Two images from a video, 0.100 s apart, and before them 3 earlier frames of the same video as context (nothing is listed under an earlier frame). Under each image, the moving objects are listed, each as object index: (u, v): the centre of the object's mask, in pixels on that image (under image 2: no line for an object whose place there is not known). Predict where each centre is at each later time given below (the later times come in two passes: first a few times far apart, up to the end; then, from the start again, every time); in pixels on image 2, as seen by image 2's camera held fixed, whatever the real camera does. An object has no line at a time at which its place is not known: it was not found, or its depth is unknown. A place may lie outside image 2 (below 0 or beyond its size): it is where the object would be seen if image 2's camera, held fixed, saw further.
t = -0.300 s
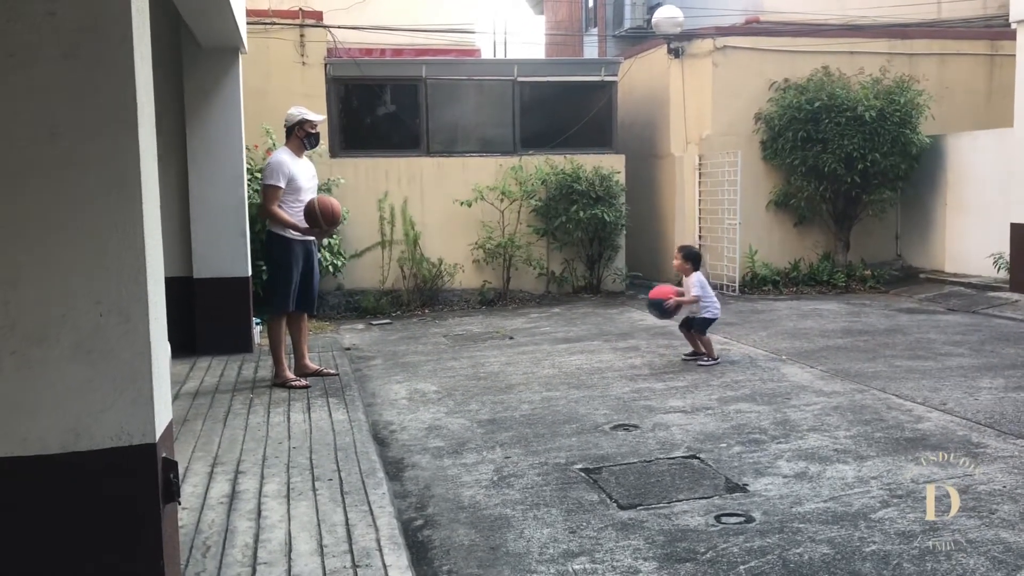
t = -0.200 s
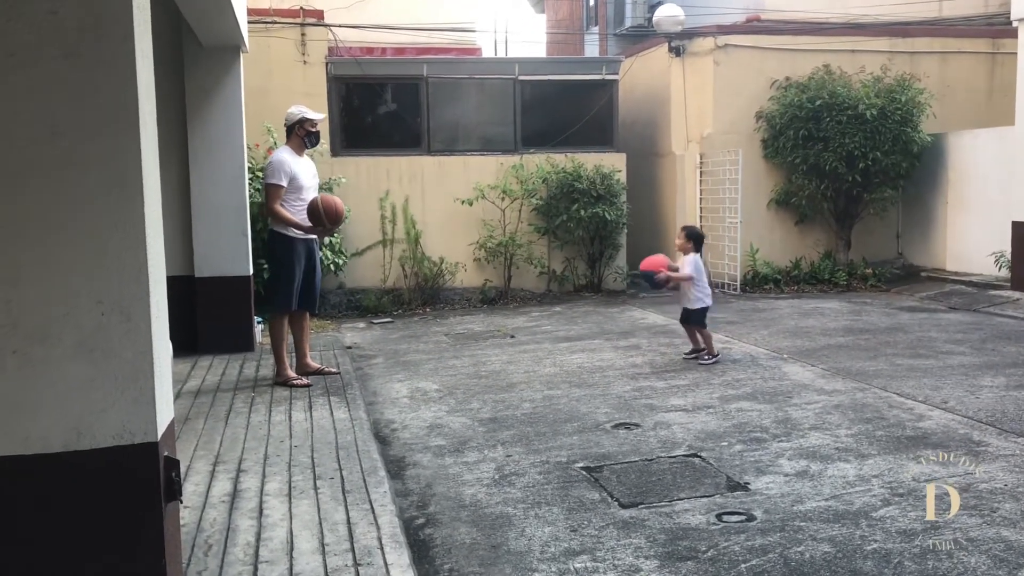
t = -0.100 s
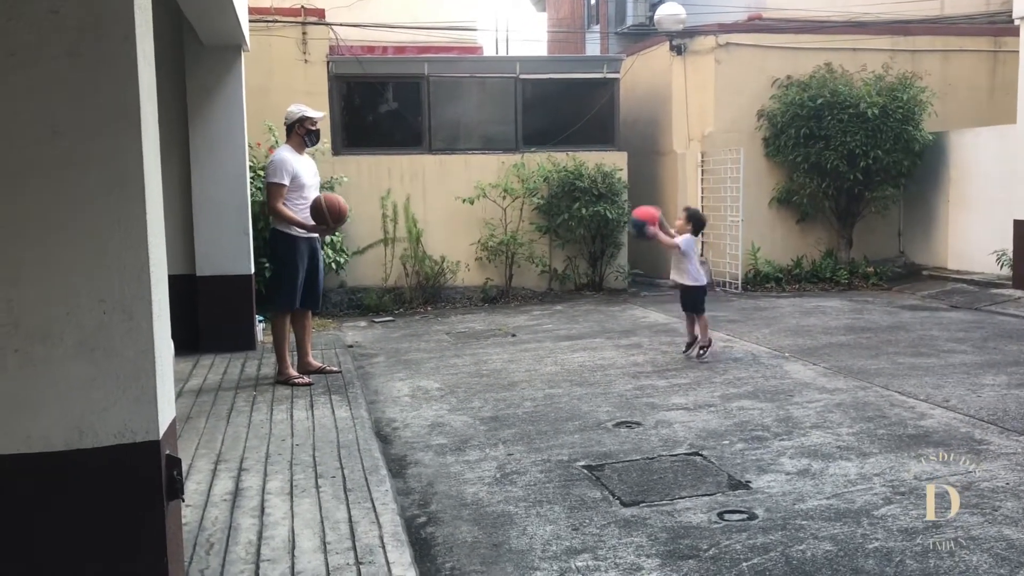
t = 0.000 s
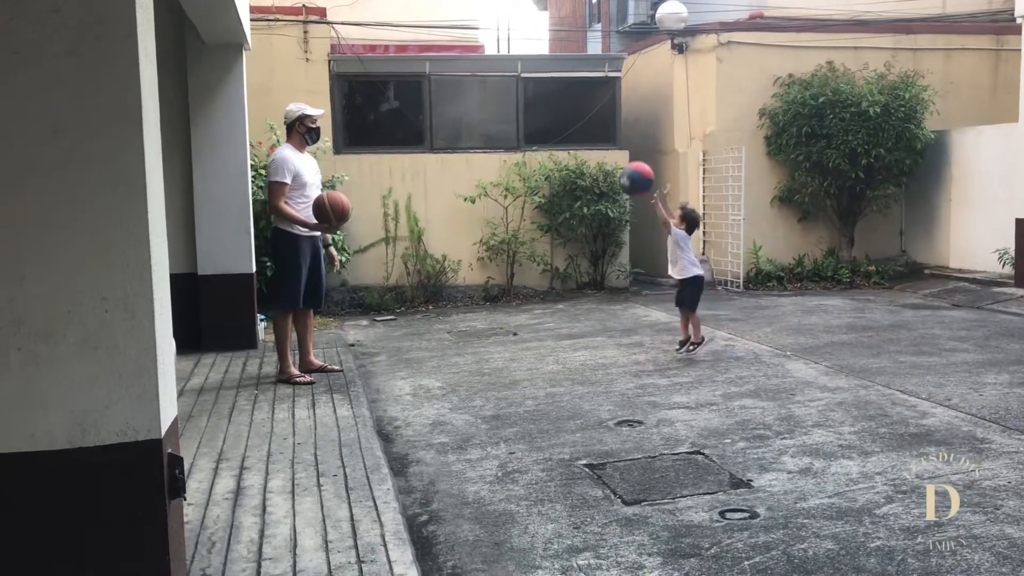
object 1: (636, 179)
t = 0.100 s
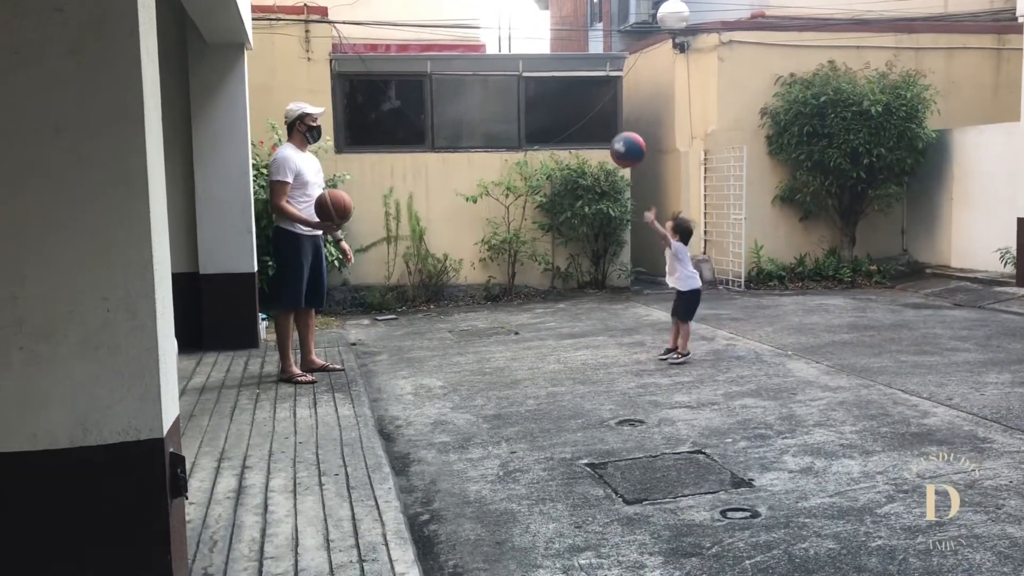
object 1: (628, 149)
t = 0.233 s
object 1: (614, 133)
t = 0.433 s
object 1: (594, 156)
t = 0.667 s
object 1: (572, 253)
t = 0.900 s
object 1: (553, 298)
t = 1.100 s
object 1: (539, 223)
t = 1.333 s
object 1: (524, 205)
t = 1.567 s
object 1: (510, 262)
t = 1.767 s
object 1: (498, 342)
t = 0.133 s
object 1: (624, 143)
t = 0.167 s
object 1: (621, 138)
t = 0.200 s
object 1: (617, 135)
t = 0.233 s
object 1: (614, 133)
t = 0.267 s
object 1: (610, 133)
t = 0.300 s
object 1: (607, 135)
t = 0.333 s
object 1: (604, 138)
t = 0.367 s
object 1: (601, 142)
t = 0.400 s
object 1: (597, 148)
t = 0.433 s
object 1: (594, 156)
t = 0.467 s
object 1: (591, 165)
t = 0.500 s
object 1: (588, 177)
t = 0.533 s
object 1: (585, 188)
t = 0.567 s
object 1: (581, 202)
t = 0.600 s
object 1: (579, 217)
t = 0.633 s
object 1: (576, 235)
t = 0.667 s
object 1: (572, 253)
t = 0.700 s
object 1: (569, 273)
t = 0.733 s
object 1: (566, 294)
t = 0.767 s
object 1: (563, 317)
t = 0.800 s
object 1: (560, 341)
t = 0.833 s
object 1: (558, 335)
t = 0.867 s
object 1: (556, 316)
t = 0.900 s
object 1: (553, 298)
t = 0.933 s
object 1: (550, 282)
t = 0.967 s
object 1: (548, 267)
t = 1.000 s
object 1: (546, 254)
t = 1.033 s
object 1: (544, 242)
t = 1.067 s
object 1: (542, 232)
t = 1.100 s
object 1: (539, 223)
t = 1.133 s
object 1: (537, 216)
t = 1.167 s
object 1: (535, 210)
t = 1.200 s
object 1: (532, 206)
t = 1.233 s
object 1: (530, 203)
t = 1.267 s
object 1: (528, 202)
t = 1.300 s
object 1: (526, 203)
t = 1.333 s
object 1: (524, 205)
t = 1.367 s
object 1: (521, 208)
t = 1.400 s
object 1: (520, 213)
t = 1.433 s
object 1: (517, 220)
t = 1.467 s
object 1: (515, 228)
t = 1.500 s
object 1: (513, 238)
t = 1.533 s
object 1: (511, 249)
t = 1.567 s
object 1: (510, 262)
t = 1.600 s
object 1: (508, 276)
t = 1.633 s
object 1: (507, 291)
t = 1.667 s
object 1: (504, 309)
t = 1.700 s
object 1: (502, 328)
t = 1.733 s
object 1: (501, 348)
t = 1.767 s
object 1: (498, 342)
